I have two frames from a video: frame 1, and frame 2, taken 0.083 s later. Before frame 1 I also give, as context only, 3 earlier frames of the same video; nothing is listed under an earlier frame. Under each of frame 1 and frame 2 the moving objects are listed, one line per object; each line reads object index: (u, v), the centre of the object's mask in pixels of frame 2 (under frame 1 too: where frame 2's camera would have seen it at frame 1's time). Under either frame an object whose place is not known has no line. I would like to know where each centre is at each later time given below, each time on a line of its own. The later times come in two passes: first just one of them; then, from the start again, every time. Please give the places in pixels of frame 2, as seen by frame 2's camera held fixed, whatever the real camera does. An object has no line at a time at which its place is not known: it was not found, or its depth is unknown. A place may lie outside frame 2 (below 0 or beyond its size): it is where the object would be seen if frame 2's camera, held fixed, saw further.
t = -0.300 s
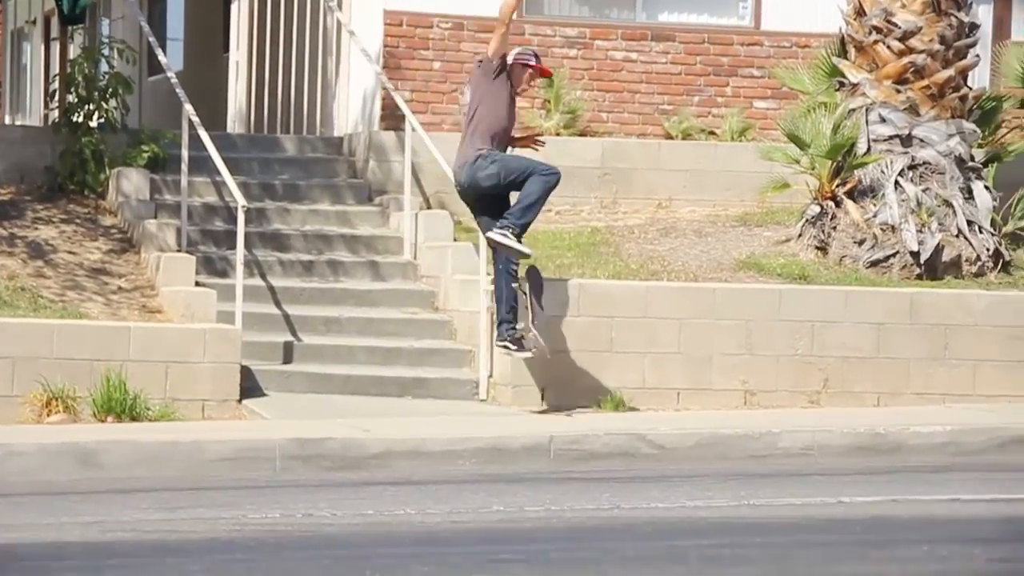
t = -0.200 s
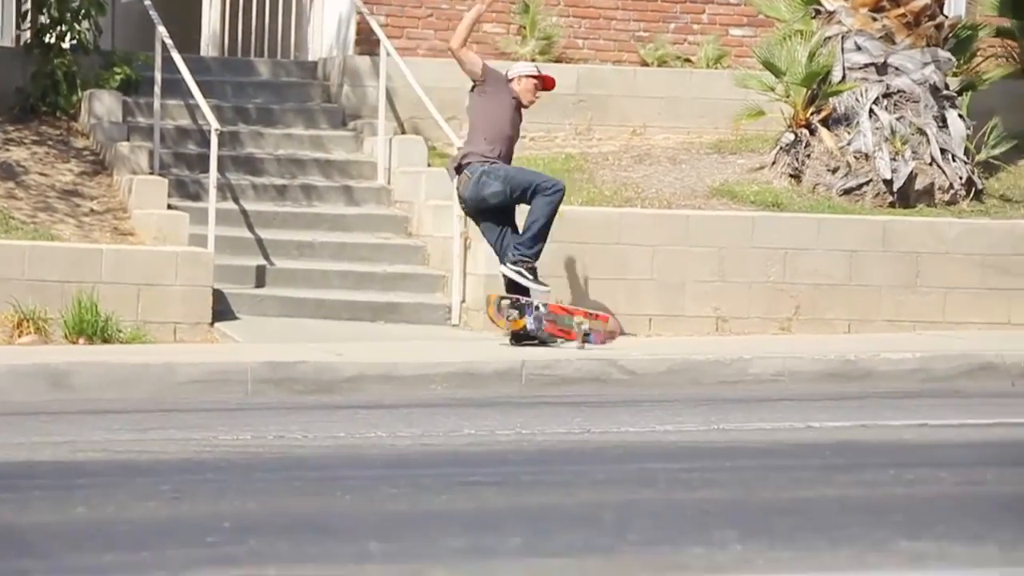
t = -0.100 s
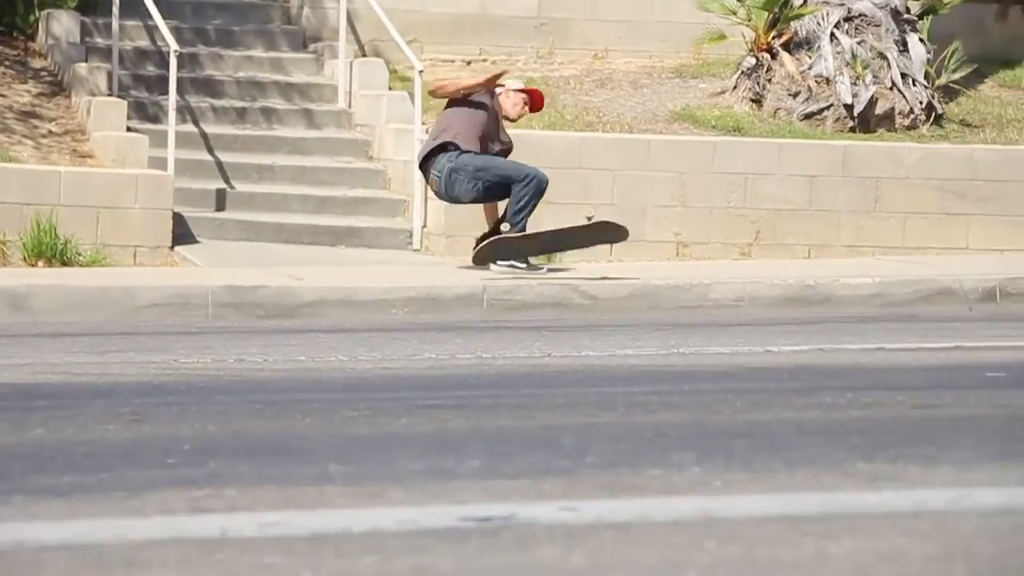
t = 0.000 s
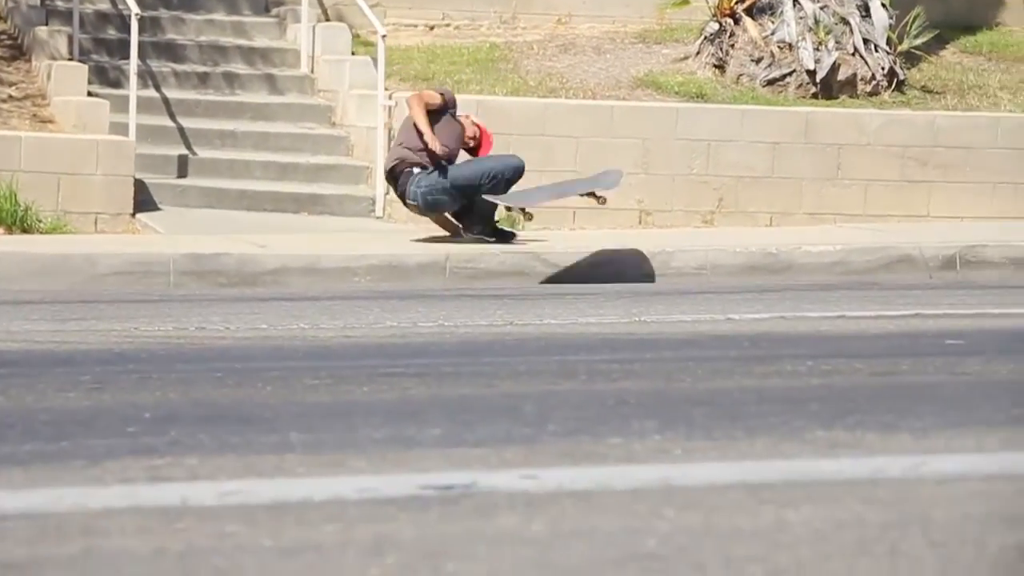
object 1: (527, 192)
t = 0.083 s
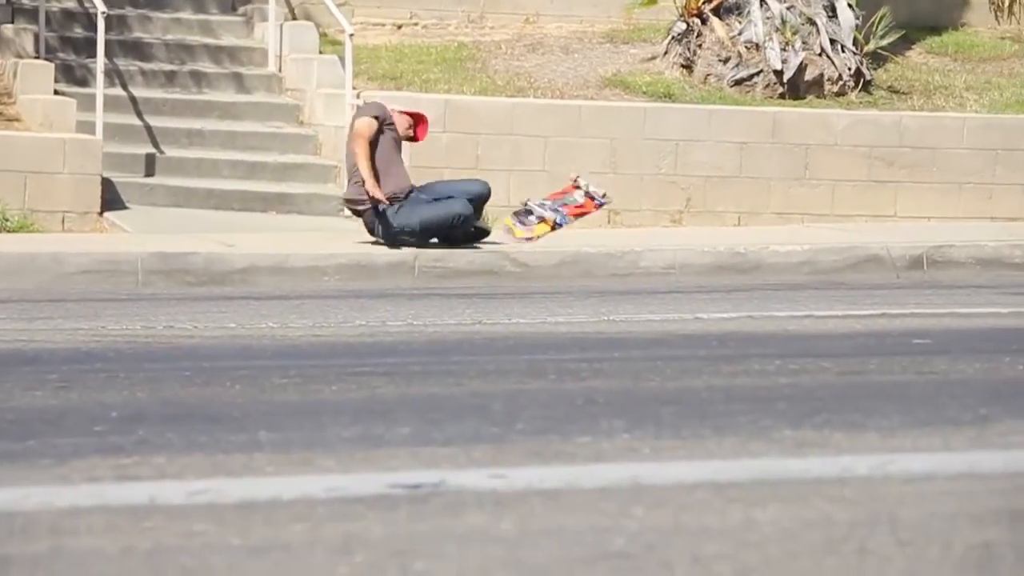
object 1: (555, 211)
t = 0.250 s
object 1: (632, 240)
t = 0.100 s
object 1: (559, 214)
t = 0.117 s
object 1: (568, 217)
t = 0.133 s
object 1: (584, 219)
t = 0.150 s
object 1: (593, 220)
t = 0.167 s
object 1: (603, 226)
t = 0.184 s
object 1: (610, 233)
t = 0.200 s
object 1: (616, 235)
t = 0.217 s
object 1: (620, 235)
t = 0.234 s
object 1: (627, 237)
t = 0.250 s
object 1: (632, 240)
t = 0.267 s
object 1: (639, 244)
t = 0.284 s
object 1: (645, 249)
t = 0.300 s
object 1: (651, 248)
